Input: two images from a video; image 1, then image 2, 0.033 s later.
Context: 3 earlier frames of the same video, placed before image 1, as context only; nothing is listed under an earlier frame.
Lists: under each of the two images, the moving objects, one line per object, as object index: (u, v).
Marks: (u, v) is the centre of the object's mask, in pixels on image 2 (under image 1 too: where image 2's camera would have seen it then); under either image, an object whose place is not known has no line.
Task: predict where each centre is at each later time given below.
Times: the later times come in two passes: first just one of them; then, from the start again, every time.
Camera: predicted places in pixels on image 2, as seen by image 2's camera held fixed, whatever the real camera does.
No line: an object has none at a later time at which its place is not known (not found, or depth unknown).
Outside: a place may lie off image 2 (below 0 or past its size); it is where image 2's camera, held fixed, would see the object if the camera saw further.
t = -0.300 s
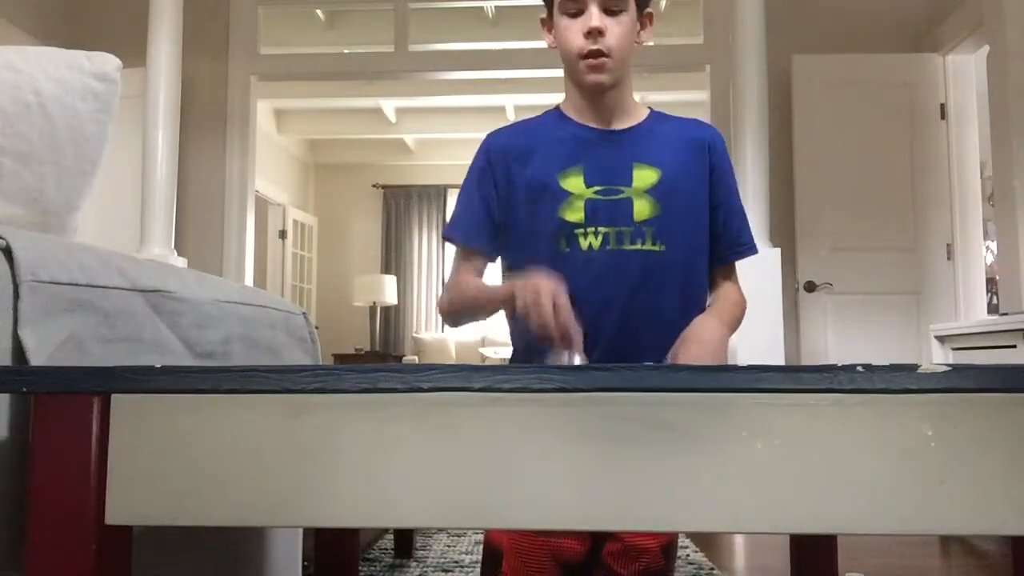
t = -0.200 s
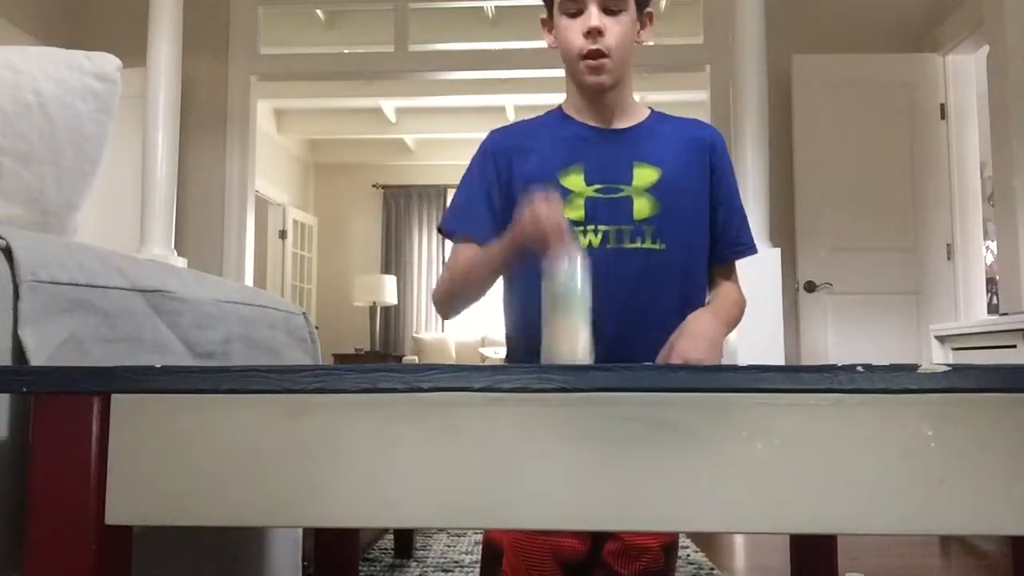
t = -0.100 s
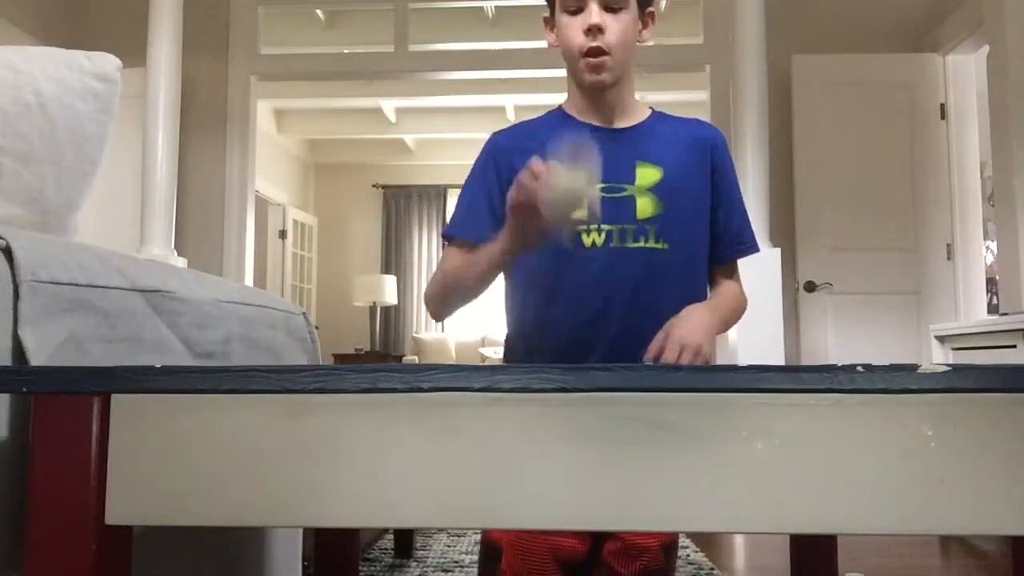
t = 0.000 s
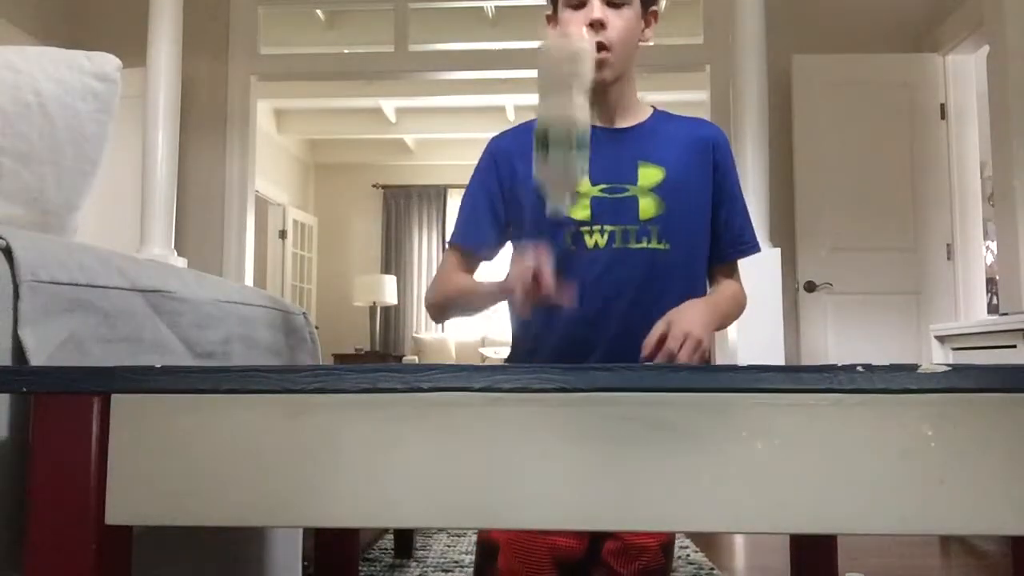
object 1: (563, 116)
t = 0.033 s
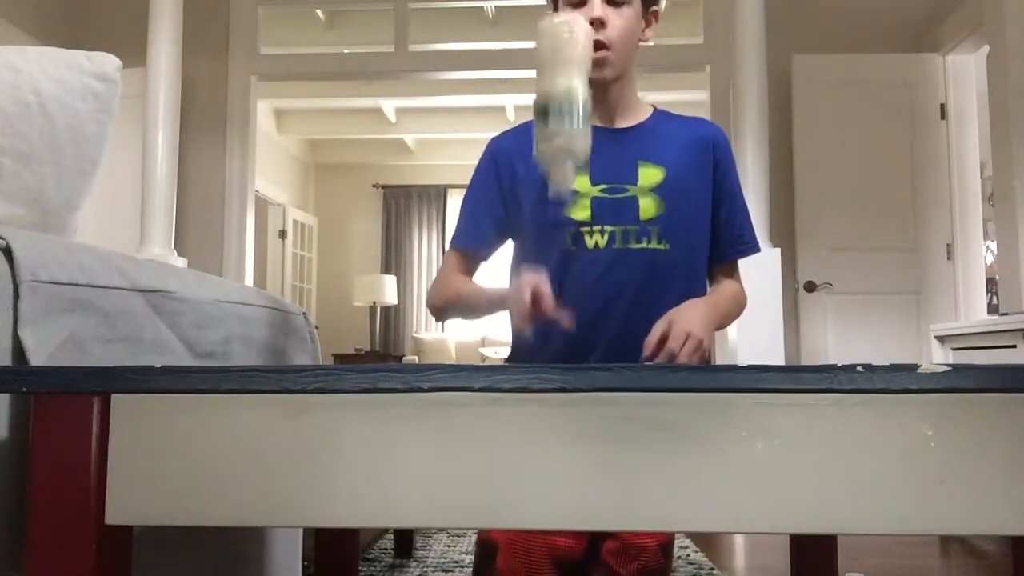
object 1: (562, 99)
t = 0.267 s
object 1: (557, 234)
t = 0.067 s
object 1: (563, 87)
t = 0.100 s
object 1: (563, 83)
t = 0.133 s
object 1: (565, 89)
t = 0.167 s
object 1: (561, 113)
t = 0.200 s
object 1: (558, 146)
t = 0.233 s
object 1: (557, 197)
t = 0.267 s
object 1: (557, 234)
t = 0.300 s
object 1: (555, 280)
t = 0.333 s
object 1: (555, 283)
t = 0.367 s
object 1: (556, 294)
